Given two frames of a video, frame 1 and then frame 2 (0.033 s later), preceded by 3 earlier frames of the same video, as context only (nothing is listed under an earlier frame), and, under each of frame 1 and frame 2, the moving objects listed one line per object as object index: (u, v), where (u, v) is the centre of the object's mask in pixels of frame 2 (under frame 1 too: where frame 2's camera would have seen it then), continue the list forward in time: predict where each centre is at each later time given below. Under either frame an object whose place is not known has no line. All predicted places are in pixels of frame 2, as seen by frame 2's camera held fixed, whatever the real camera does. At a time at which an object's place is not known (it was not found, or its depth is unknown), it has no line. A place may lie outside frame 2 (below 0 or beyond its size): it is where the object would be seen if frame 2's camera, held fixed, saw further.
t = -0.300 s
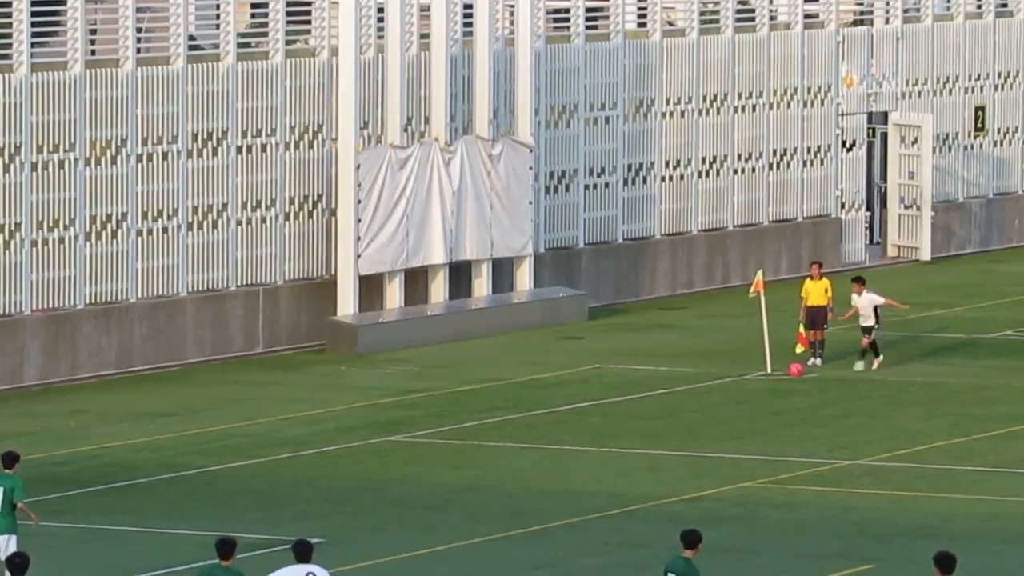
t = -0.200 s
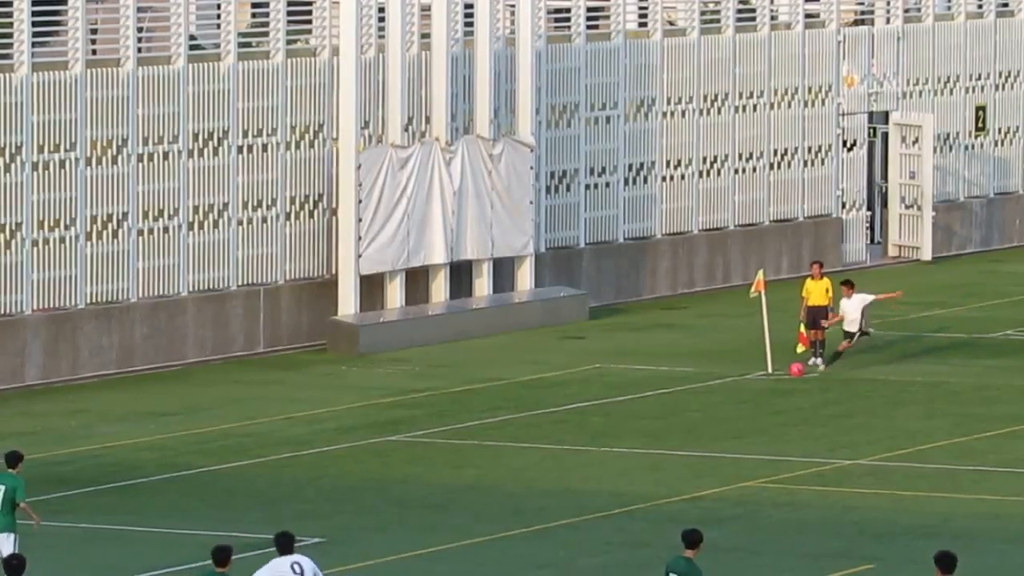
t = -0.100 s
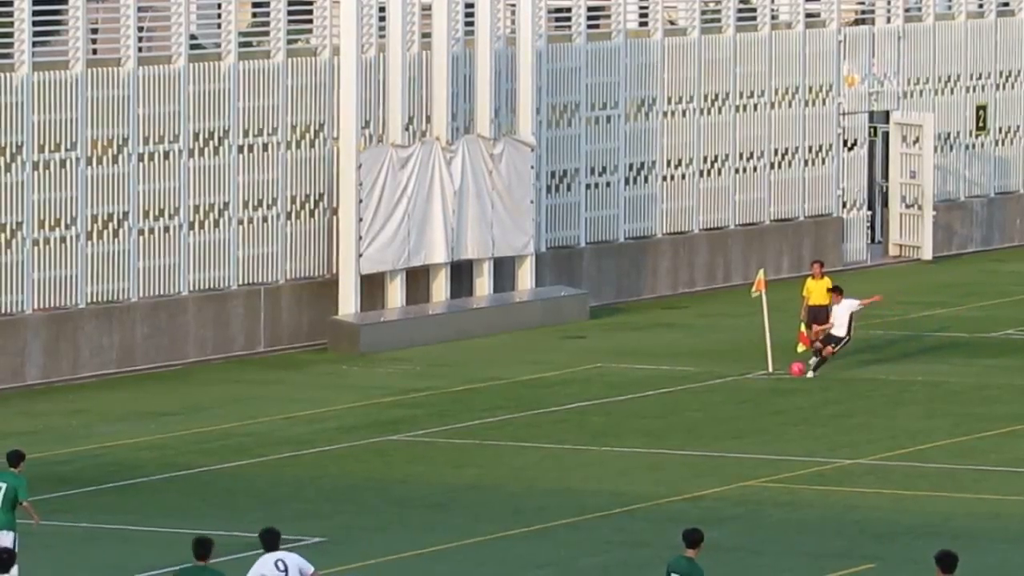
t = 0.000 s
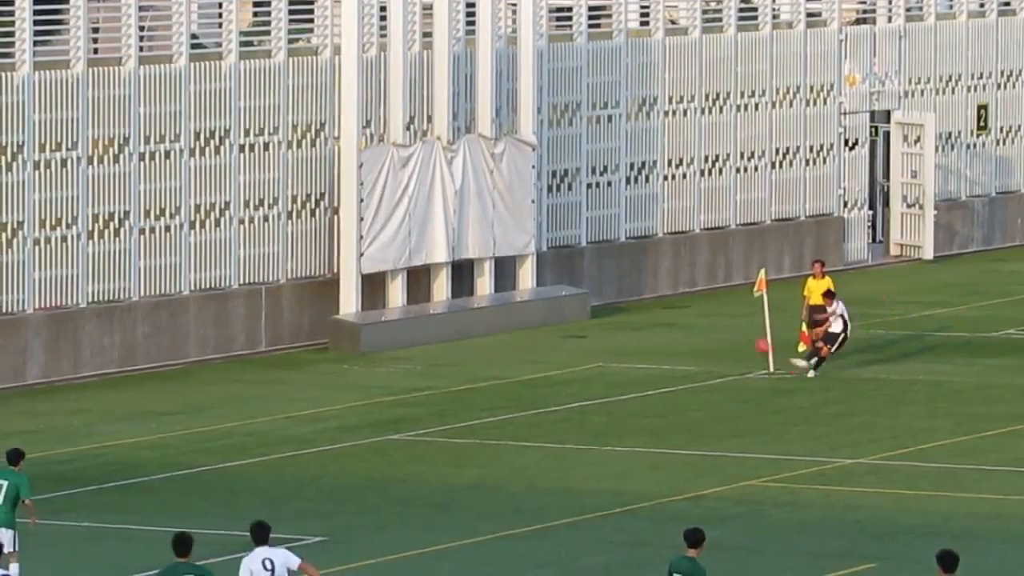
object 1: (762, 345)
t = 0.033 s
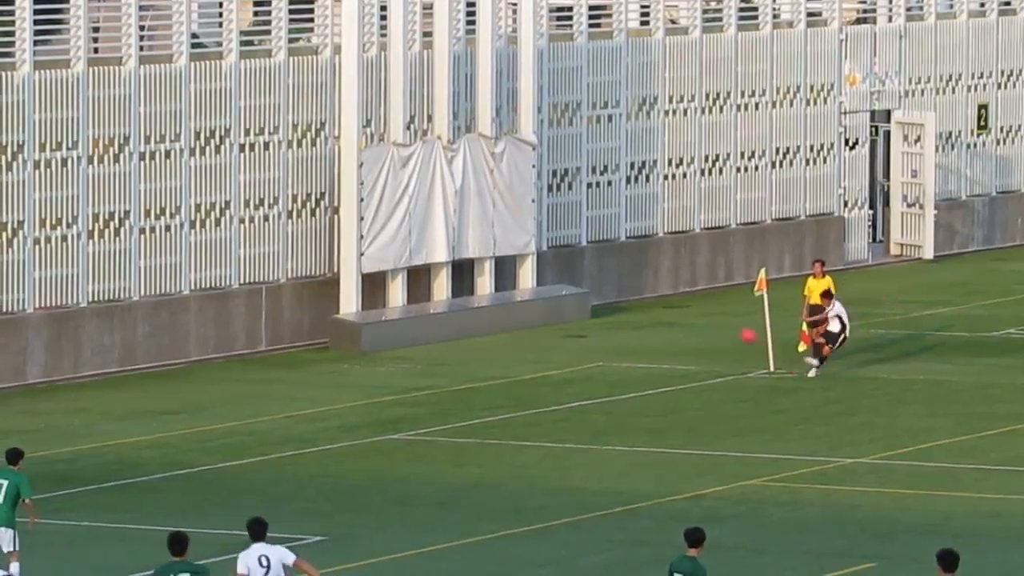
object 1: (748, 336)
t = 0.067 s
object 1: (734, 326)
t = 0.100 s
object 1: (719, 317)
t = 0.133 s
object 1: (705, 307)
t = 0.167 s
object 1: (692, 298)
